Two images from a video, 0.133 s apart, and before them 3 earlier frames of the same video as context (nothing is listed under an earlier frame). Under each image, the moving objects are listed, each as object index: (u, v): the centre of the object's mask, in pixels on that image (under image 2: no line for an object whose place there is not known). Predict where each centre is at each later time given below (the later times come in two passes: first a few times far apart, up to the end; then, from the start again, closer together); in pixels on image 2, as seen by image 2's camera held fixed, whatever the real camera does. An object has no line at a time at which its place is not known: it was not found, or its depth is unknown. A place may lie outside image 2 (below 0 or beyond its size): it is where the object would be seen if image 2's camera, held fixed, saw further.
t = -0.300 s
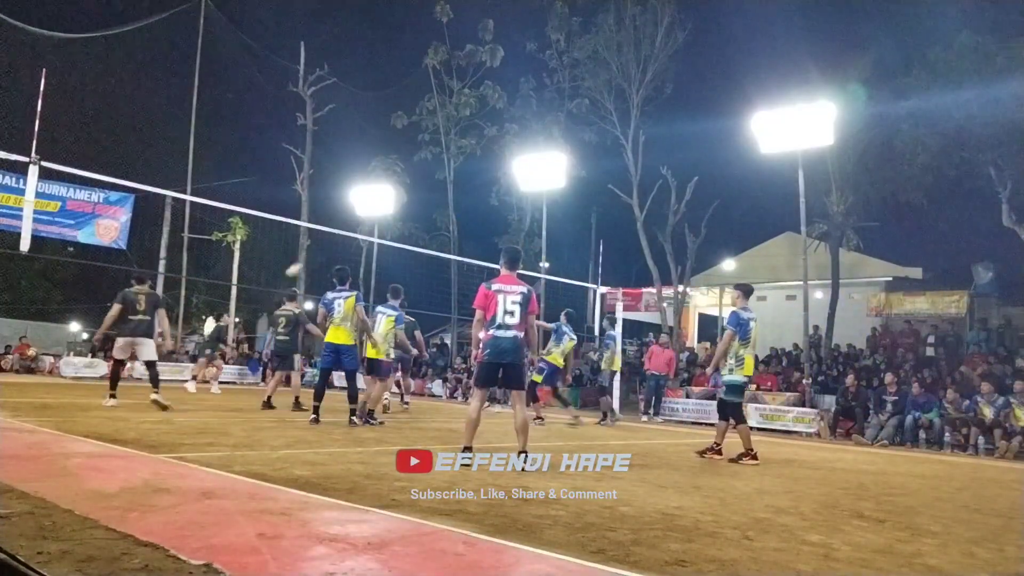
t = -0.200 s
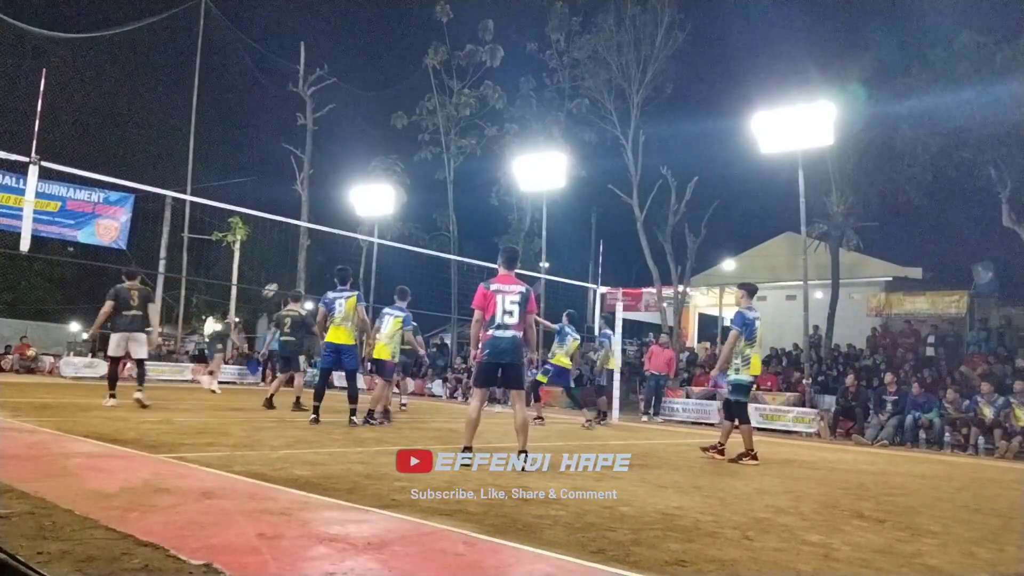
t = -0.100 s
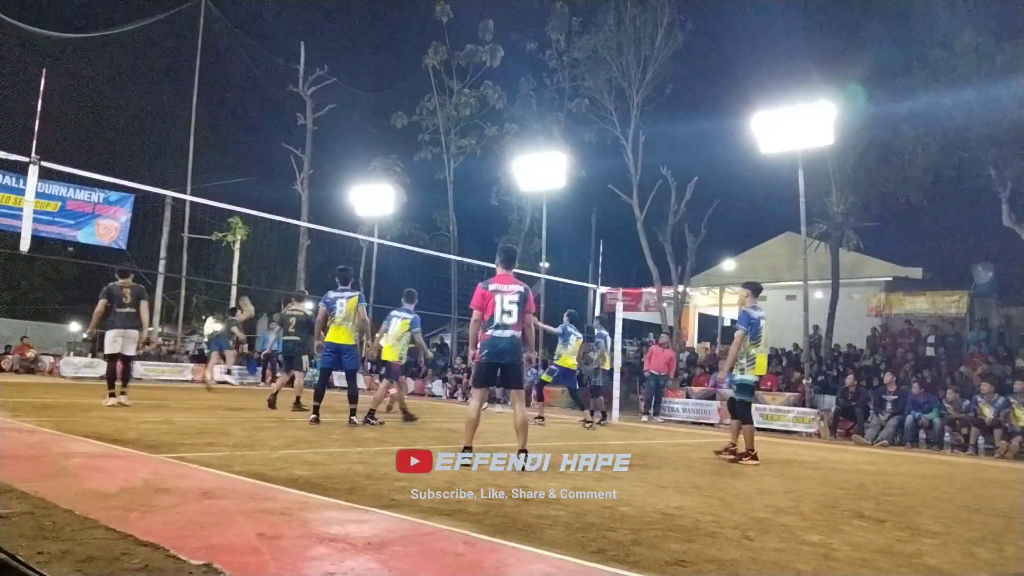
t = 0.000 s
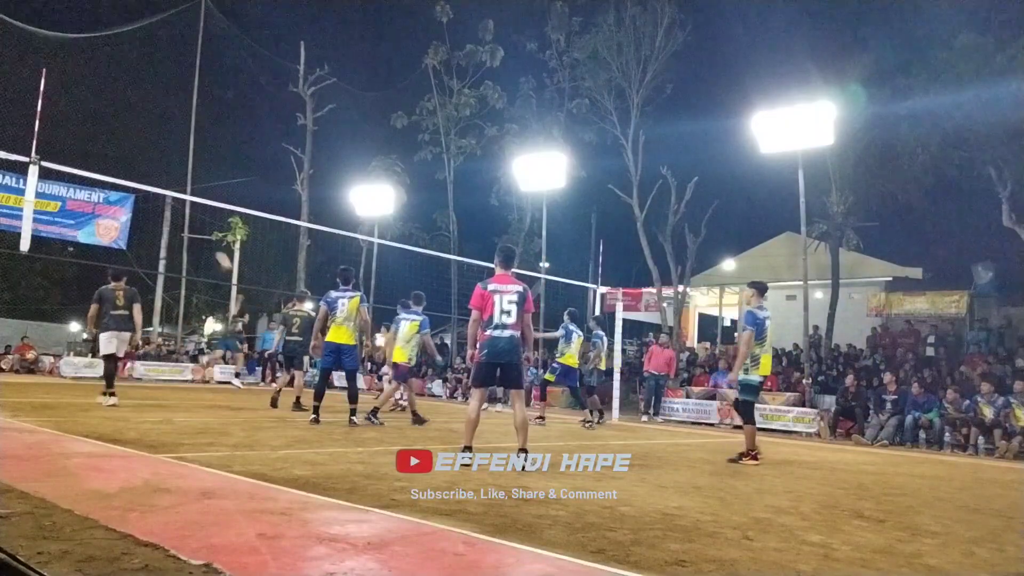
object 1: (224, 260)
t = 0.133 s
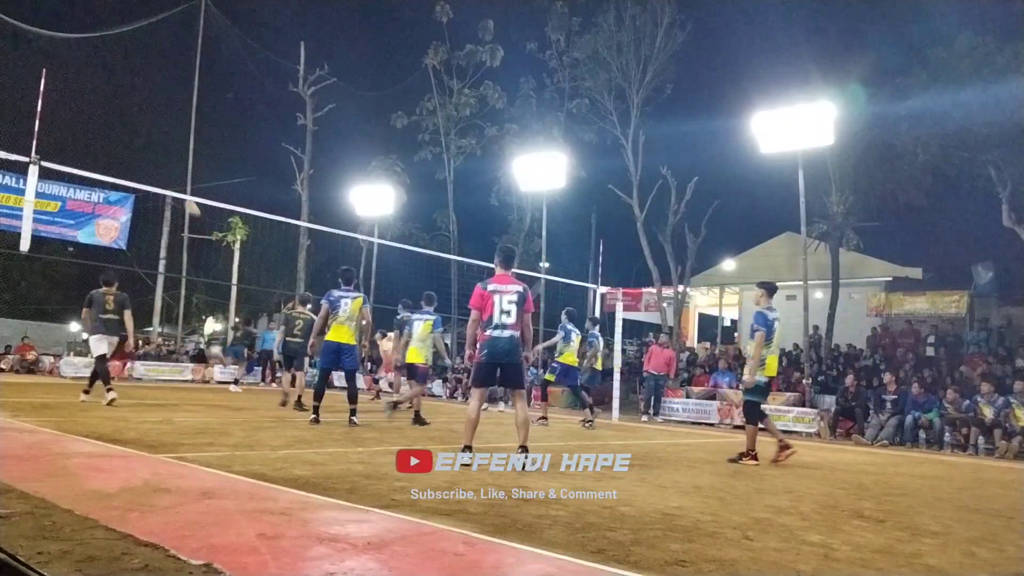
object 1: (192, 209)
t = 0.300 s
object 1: (149, 152)
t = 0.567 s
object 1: (76, 92)
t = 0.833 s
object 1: (3, 67)
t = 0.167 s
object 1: (182, 194)
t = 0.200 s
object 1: (174, 184)
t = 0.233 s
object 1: (166, 173)
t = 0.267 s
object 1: (158, 163)
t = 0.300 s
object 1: (149, 152)
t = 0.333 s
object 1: (140, 143)
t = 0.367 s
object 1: (131, 134)
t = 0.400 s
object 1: (122, 126)
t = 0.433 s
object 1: (114, 119)
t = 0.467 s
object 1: (105, 111)
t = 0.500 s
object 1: (95, 104)
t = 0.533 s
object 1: (85, 98)
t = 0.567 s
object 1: (76, 92)
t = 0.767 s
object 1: (17, 69)
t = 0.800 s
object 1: (8, 67)
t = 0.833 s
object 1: (3, 67)
